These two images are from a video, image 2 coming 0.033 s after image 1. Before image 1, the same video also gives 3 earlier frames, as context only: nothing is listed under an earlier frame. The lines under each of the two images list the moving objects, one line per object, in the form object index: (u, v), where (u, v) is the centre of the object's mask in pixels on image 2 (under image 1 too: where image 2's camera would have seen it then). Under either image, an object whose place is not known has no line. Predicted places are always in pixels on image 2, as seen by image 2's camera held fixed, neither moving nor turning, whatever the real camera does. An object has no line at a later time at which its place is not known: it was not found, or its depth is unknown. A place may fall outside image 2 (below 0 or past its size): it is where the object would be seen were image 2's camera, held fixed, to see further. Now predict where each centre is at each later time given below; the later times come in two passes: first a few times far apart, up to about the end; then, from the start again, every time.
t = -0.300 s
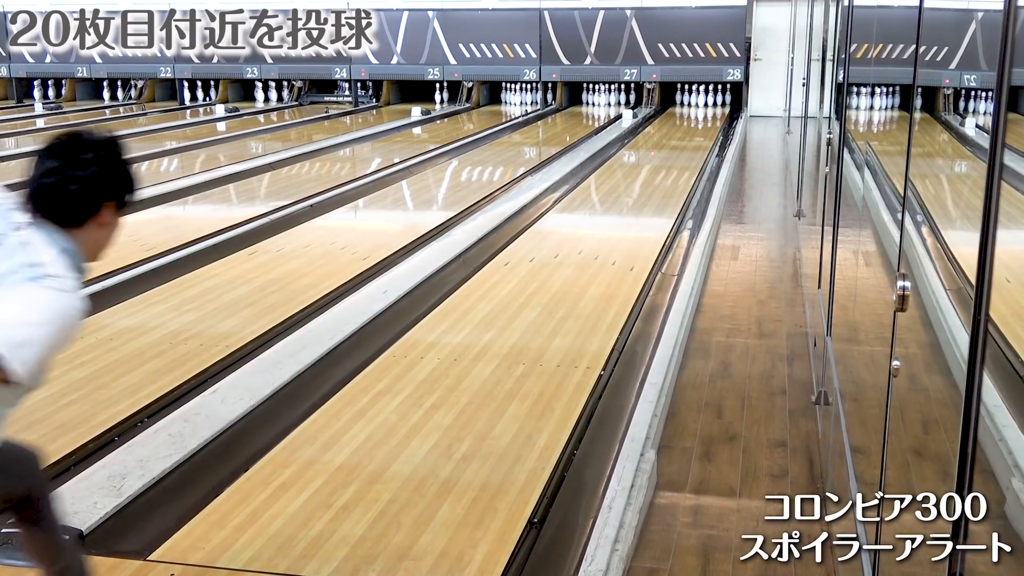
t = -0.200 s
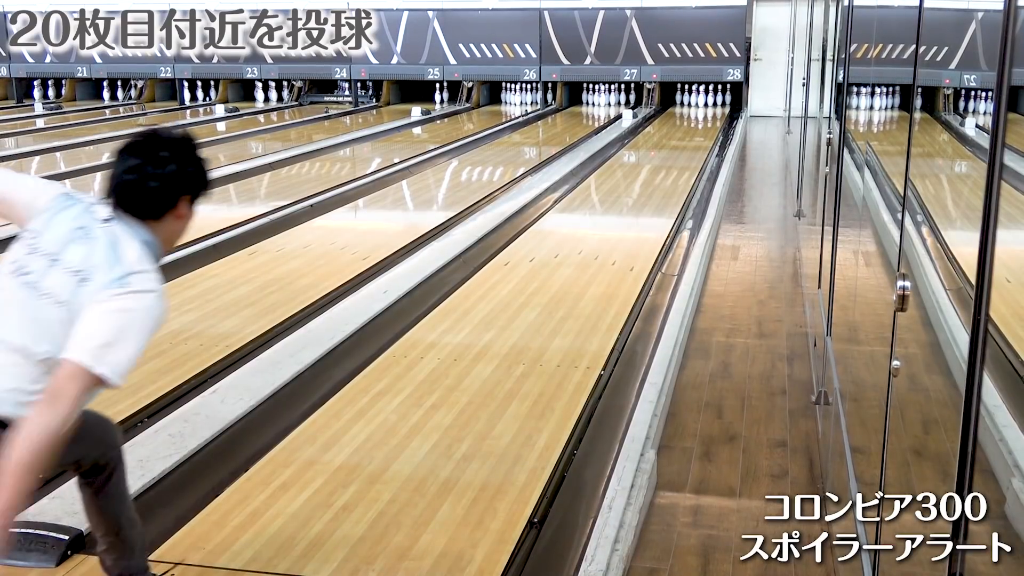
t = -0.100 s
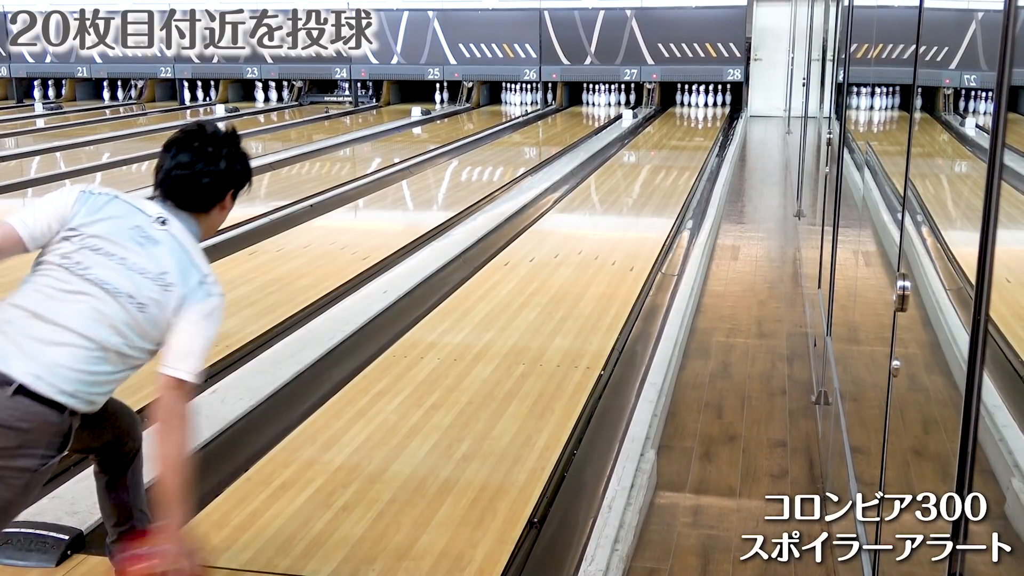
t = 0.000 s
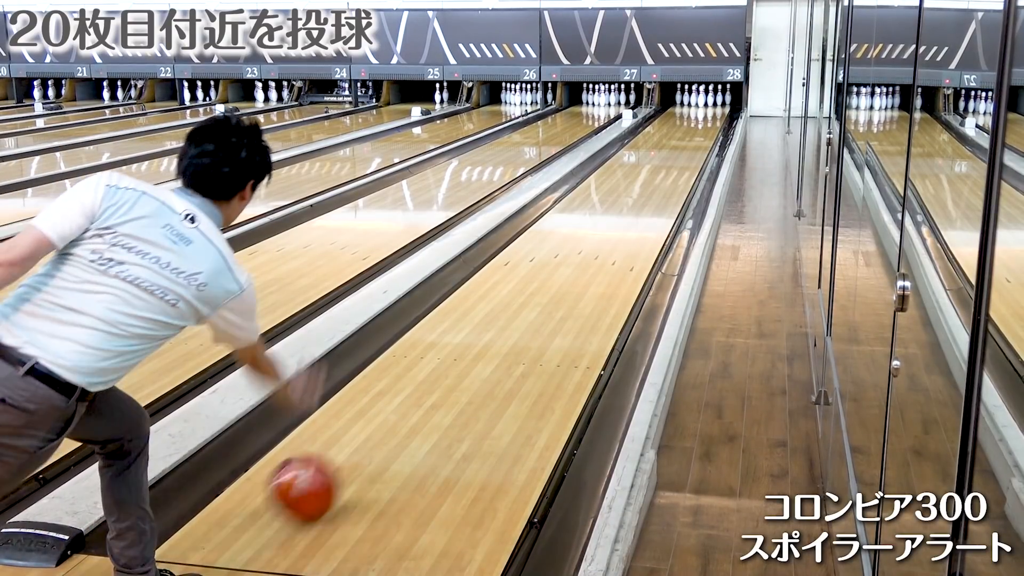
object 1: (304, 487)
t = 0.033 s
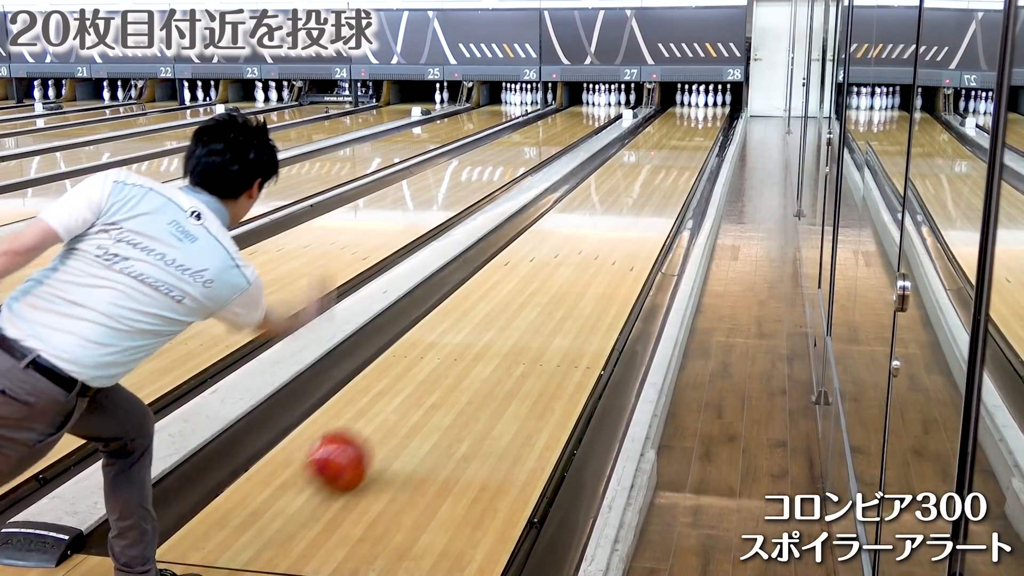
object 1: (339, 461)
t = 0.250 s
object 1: (485, 334)
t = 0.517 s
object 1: (580, 252)
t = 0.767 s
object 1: (631, 206)
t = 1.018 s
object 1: (664, 176)
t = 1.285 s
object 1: (687, 153)
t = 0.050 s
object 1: (354, 447)
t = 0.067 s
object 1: (368, 435)
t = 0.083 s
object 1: (382, 423)
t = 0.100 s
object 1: (395, 411)
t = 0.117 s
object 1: (407, 402)
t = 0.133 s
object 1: (419, 391)
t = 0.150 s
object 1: (430, 382)
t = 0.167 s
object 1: (441, 373)
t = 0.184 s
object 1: (451, 365)
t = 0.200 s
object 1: (460, 356)
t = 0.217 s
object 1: (469, 348)
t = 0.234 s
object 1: (478, 340)
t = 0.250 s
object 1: (485, 334)
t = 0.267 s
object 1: (493, 327)
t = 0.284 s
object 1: (501, 320)
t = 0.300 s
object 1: (509, 314)
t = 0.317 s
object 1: (515, 308)
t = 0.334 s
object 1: (522, 302)
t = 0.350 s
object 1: (528, 297)
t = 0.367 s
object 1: (534, 291)
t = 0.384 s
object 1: (540, 286)
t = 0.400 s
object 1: (546, 281)
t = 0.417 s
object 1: (551, 276)
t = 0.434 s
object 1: (556, 272)
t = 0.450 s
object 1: (562, 268)
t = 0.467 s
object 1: (566, 263)
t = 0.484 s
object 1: (571, 259)
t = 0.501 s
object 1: (575, 255)
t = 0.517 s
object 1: (580, 252)
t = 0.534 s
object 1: (584, 248)
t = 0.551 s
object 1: (588, 244)
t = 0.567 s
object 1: (592, 241)
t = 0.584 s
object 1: (595, 237)
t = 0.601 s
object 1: (599, 234)
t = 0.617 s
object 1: (603, 230)
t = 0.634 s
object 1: (607, 228)
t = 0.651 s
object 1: (610, 224)
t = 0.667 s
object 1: (613, 222)
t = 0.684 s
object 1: (616, 219)
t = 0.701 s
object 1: (619, 216)
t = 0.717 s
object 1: (622, 214)
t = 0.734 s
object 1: (625, 211)
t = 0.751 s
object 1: (628, 208)
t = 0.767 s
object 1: (631, 206)
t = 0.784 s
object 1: (633, 204)
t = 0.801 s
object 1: (636, 201)
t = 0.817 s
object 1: (638, 199)
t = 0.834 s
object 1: (641, 197)
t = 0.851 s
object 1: (643, 195)
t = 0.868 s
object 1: (646, 193)
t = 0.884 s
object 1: (648, 190)
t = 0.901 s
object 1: (650, 188)
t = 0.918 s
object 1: (652, 187)
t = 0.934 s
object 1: (654, 185)
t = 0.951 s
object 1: (656, 183)
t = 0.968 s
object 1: (658, 181)
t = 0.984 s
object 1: (660, 179)
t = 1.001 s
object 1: (662, 178)
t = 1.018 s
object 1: (664, 176)
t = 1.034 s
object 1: (666, 174)
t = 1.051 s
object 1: (667, 172)
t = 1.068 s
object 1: (668, 171)
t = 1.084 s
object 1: (670, 169)
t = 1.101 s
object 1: (672, 168)
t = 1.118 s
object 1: (673, 166)
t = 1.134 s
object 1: (675, 165)
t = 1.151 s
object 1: (676, 163)
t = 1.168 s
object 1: (678, 162)
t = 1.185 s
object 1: (679, 160)
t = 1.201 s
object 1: (680, 159)
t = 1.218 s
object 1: (682, 158)
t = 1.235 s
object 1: (683, 156)
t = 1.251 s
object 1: (684, 155)
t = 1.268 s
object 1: (686, 154)
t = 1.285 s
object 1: (687, 153)
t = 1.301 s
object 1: (688, 152)
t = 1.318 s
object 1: (689, 150)
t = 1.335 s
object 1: (690, 149)
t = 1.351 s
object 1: (691, 148)
